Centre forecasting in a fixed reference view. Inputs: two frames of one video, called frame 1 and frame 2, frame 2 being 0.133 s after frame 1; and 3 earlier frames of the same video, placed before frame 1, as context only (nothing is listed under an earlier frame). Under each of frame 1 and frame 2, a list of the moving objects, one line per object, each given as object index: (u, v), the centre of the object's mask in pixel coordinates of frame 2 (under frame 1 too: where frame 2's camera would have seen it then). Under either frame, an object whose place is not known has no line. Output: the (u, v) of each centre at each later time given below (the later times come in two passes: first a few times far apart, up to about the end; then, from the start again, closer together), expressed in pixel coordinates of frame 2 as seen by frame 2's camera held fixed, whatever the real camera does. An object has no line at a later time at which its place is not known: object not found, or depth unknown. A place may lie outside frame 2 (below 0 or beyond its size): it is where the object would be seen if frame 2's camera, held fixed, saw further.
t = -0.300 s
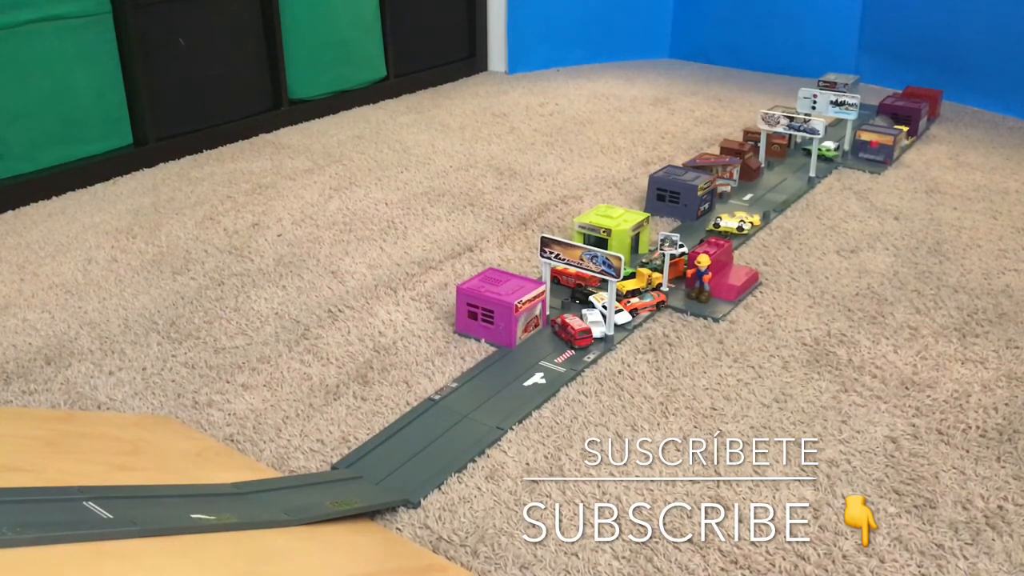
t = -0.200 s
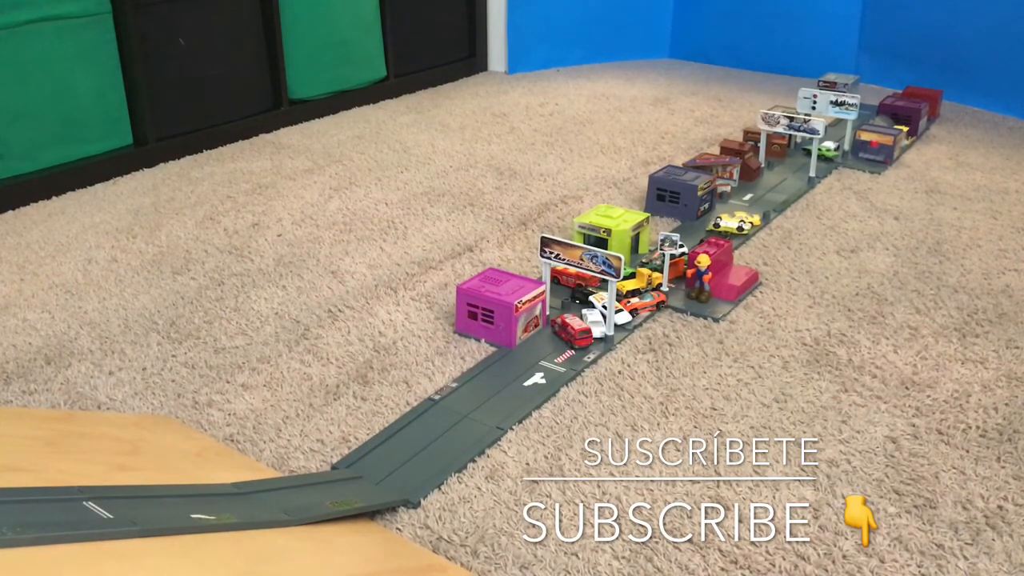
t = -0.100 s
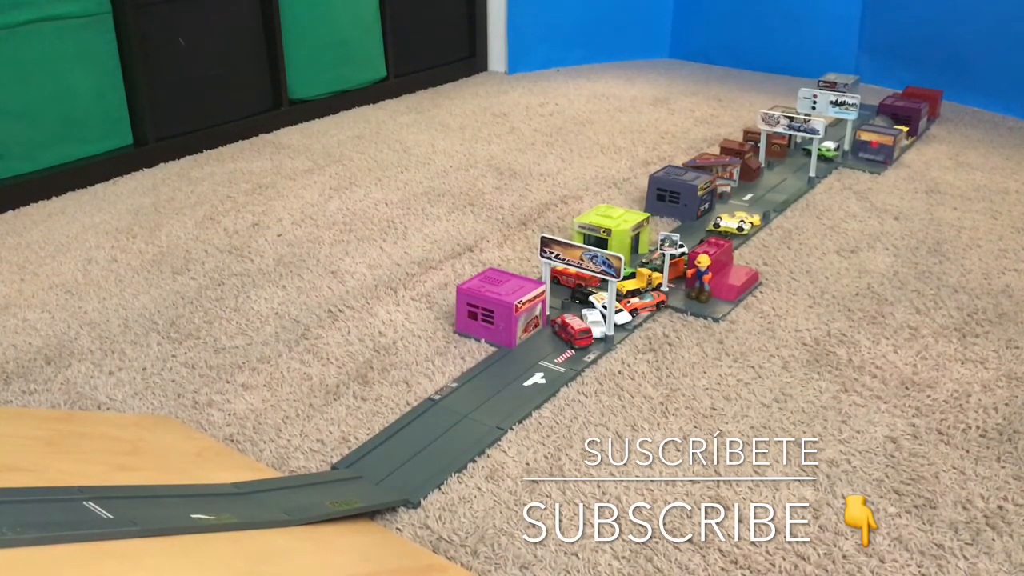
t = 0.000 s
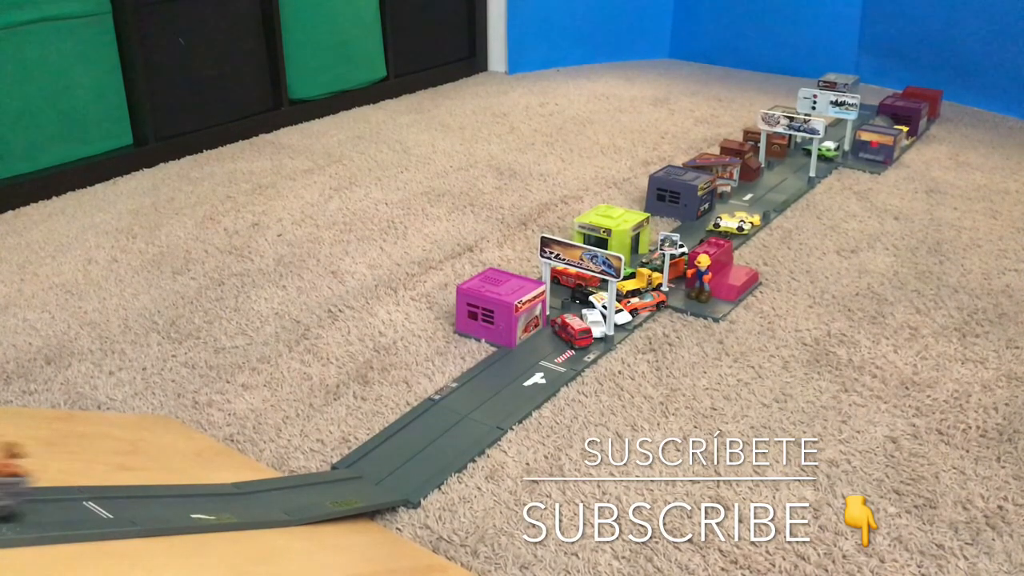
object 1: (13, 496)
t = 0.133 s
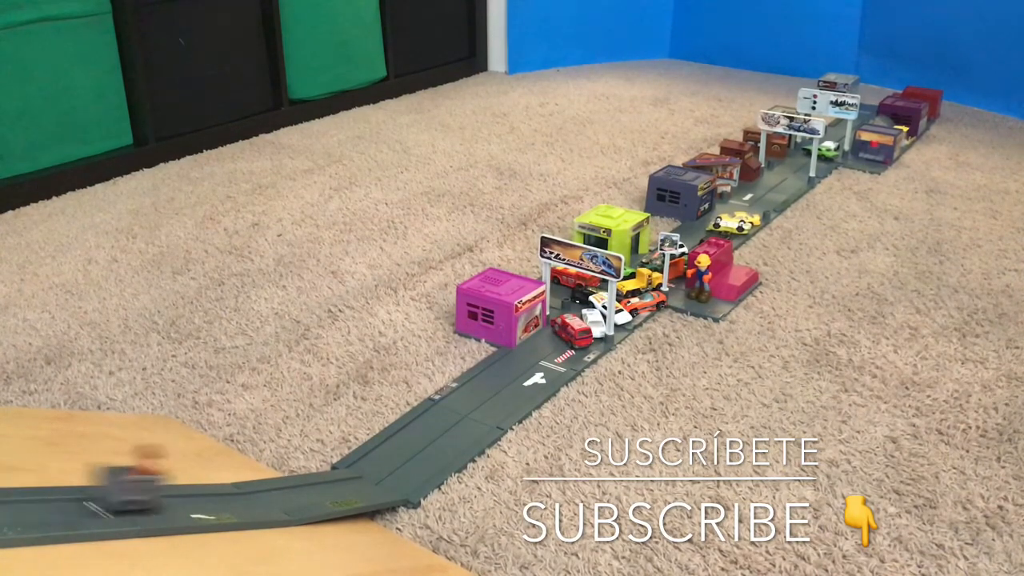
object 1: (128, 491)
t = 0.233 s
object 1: (250, 486)
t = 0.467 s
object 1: (474, 407)
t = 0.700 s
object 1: (558, 338)
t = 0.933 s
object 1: (558, 337)
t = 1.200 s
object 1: (558, 337)
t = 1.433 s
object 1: (558, 337)
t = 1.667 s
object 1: (558, 337)
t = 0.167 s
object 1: (169, 489)
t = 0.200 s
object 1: (209, 488)
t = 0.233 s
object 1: (250, 486)
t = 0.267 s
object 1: (289, 485)
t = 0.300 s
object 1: (329, 478)
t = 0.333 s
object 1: (368, 472)
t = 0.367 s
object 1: (396, 457)
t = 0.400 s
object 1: (427, 439)
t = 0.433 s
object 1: (451, 423)
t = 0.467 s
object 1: (474, 407)
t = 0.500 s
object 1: (494, 393)
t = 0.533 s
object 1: (512, 367)
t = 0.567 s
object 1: (523, 361)
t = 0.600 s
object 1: (542, 341)
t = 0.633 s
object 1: (553, 345)
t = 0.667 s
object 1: (556, 341)
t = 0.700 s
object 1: (558, 338)
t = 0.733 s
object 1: (558, 337)
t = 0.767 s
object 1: (558, 337)
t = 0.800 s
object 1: (558, 337)
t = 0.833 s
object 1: (558, 337)
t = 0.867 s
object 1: (558, 337)
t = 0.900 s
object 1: (558, 337)
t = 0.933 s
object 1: (558, 337)
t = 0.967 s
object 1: (558, 337)
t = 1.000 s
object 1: (558, 337)
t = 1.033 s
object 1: (558, 337)
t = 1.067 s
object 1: (558, 337)
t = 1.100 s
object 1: (558, 337)
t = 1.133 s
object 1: (558, 337)
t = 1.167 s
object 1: (558, 337)
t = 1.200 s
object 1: (558, 337)
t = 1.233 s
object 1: (558, 337)
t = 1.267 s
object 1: (558, 337)
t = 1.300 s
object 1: (558, 337)
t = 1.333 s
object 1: (558, 337)
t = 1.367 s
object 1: (558, 337)
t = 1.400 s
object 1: (558, 337)
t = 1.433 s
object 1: (558, 337)
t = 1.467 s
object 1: (558, 337)
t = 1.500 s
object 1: (558, 337)
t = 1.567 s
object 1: (558, 337)
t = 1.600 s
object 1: (558, 337)
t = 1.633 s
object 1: (558, 337)
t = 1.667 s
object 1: (558, 337)
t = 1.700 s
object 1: (558, 337)
